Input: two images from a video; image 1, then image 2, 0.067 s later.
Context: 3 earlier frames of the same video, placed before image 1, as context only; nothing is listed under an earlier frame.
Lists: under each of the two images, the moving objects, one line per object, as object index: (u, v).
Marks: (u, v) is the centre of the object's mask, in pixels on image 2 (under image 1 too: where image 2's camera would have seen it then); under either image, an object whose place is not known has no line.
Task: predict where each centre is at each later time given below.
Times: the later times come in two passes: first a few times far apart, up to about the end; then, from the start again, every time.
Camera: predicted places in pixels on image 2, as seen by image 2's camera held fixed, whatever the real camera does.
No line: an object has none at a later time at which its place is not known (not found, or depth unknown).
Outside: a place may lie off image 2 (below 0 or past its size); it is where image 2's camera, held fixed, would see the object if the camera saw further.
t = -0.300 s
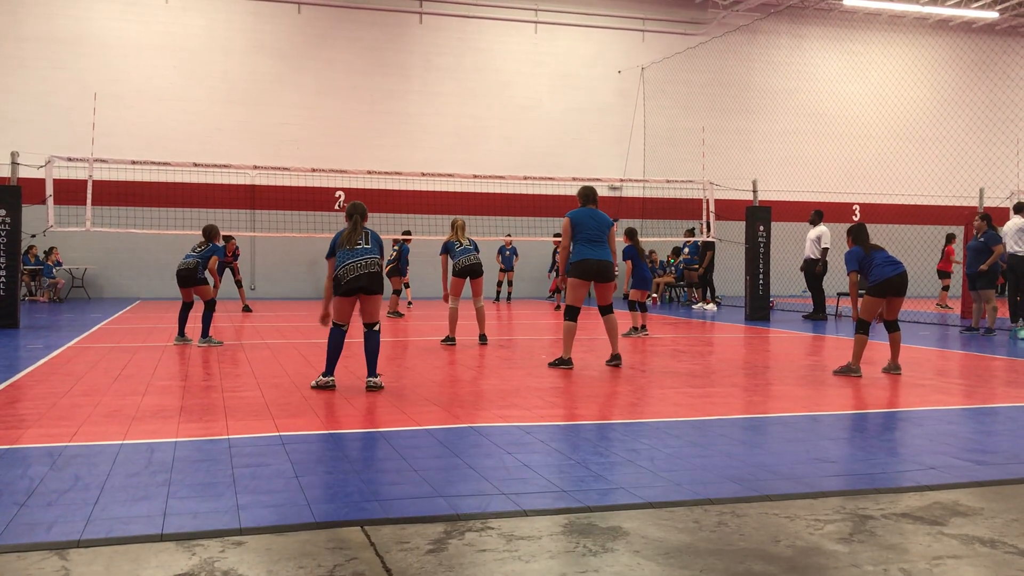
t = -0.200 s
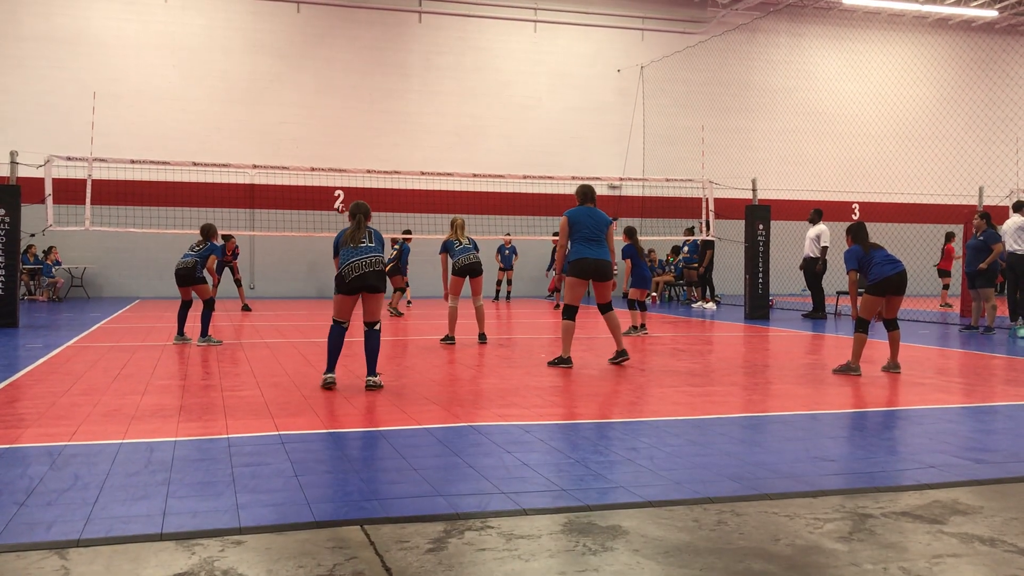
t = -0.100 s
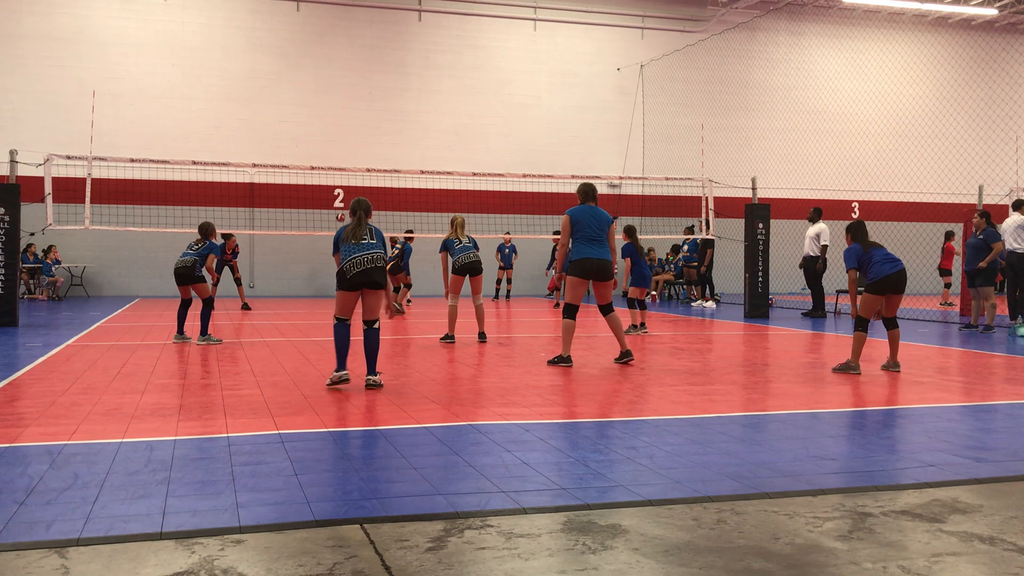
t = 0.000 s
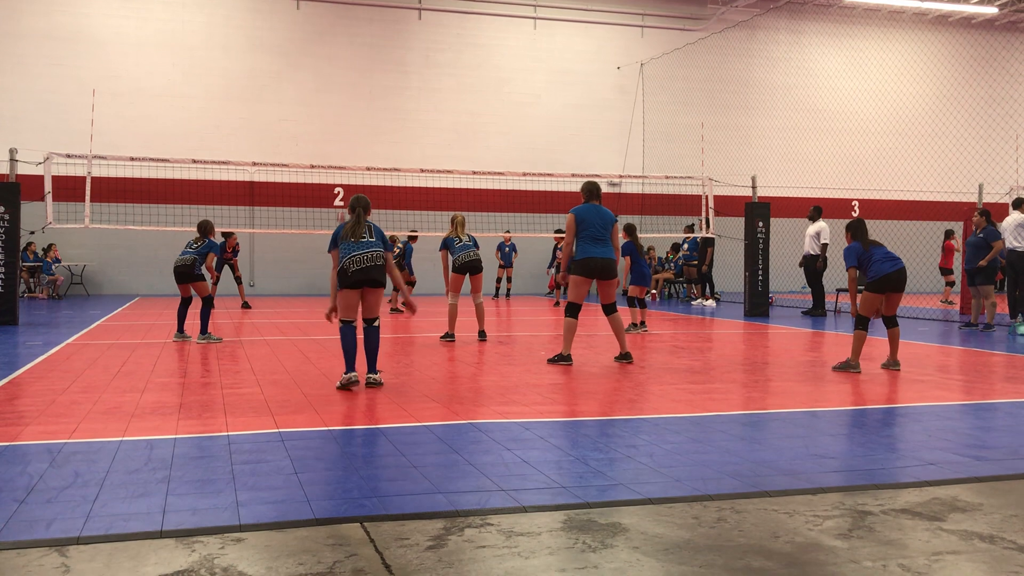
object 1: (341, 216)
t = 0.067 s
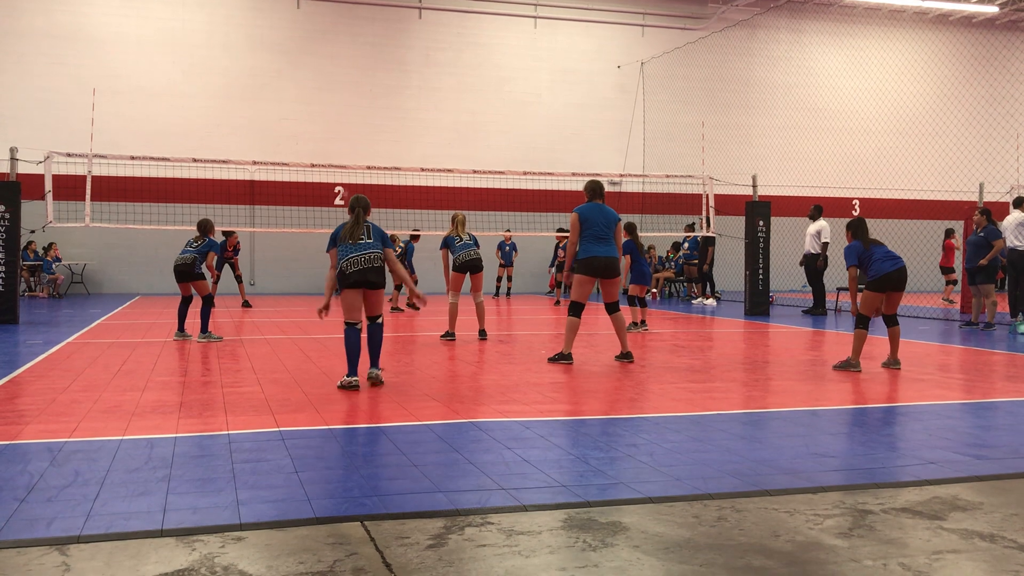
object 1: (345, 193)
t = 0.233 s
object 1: (351, 144)
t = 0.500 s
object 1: (365, 73)
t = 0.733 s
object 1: (377, 30)
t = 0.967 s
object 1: (394, 18)
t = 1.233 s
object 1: (422, 58)
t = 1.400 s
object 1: (447, 126)
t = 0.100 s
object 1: (345, 183)
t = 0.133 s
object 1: (347, 175)
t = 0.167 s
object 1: (349, 160)
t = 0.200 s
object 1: (350, 154)
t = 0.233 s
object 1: (351, 144)
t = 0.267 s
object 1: (353, 134)
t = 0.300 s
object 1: (355, 125)
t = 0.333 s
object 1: (356, 115)
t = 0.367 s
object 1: (358, 106)
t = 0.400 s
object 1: (360, 97)
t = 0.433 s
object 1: (362, 89)
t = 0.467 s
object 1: (363, 81)
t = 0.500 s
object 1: (365, 73)
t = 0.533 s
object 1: (367, 65)
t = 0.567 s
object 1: (368, 58)
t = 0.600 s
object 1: (370, 52)
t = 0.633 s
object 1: (372, 45)
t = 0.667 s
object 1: (374, 39)
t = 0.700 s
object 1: (376, 34)
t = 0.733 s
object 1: (377, 30)
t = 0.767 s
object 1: (380, 26)
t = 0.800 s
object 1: (381, 24)
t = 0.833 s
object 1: (384, 21)
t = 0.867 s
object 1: (386, 19)
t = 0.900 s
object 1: (389, 18)
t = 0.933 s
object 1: (391, 18)
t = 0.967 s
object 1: (394, 18)
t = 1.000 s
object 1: (397, 20)
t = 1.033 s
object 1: (400, 23)
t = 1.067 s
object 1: (403, 26)
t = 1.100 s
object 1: (406, 30)
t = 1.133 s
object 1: (410, 35)
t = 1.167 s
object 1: (413, 42)
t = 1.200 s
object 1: (418, 49)
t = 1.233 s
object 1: (422, 58)
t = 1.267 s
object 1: (426, 68)
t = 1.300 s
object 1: (431, 80)
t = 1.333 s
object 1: (437, 94)
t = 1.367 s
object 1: (442, 109)
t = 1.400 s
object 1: (447, 126)
